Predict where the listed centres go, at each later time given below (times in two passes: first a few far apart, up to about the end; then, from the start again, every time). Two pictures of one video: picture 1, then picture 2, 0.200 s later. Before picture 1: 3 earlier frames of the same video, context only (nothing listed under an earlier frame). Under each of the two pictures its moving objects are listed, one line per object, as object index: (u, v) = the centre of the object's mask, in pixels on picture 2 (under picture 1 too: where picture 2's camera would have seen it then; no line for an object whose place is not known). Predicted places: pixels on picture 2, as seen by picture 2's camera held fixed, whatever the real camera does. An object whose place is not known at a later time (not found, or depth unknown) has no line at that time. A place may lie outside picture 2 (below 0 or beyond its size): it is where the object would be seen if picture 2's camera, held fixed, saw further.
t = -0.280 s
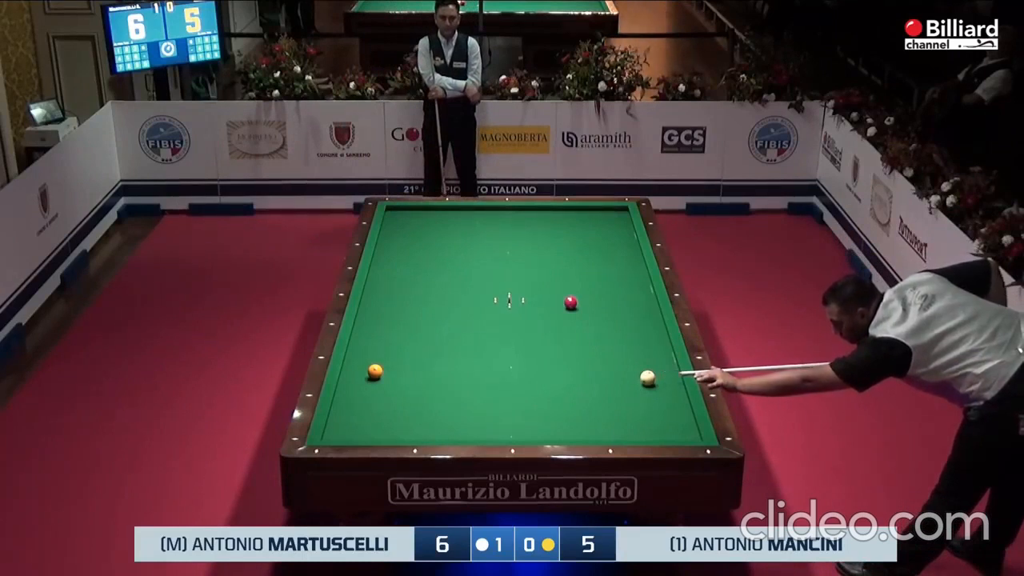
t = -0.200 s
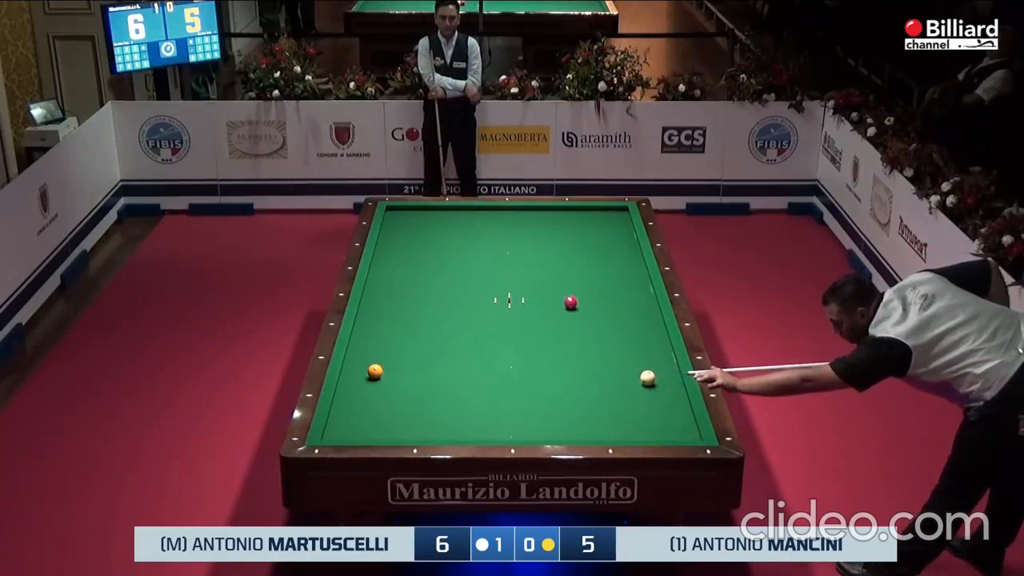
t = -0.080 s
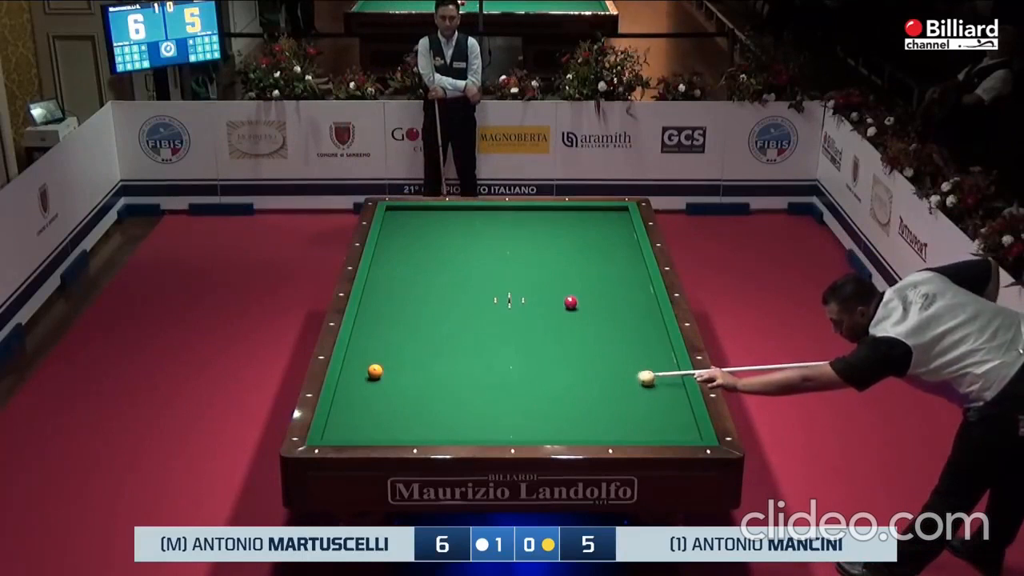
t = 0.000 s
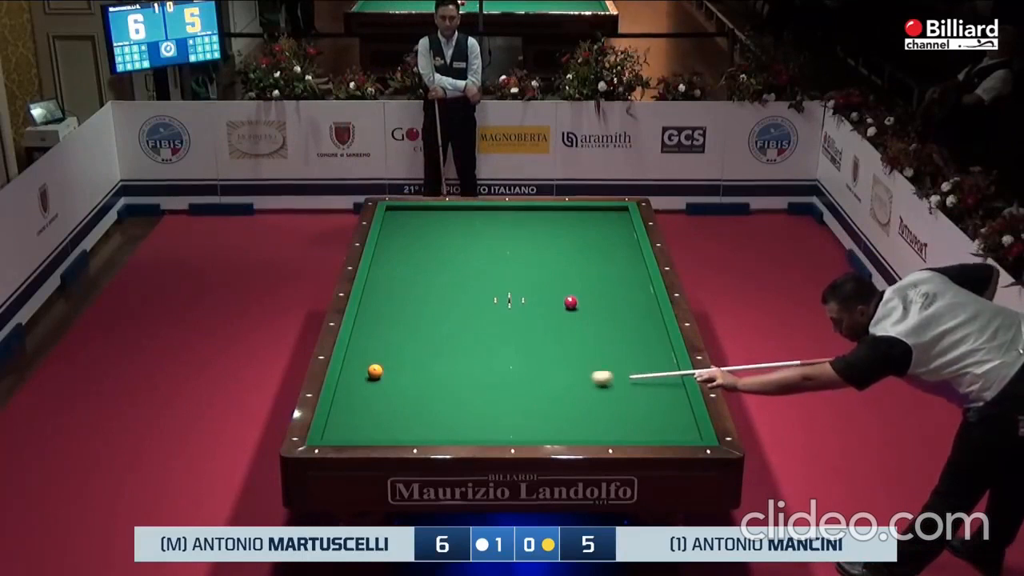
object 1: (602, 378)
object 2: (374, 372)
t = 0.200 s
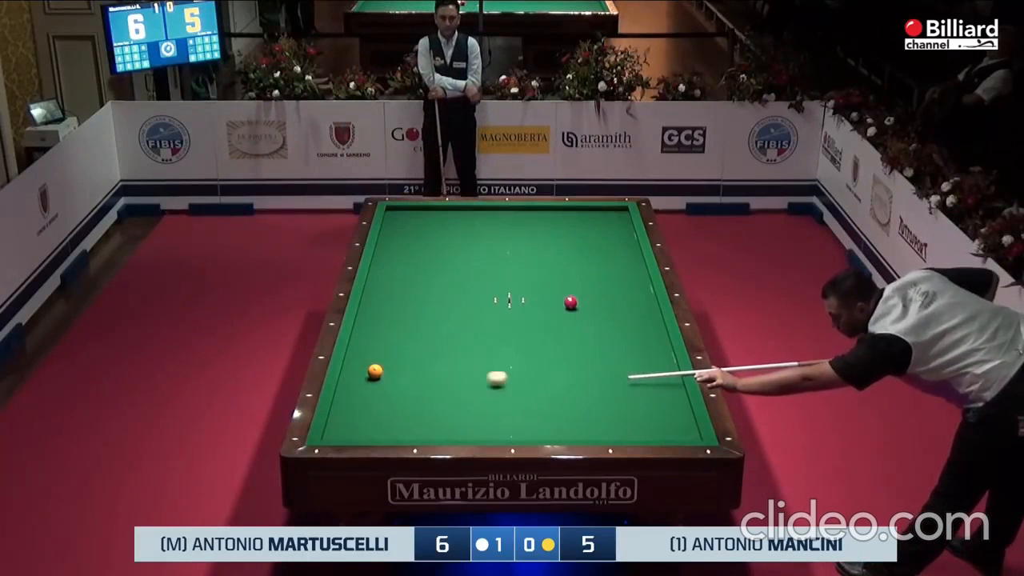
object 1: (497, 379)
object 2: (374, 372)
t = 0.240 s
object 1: (477, 379)
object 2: (374, 372)
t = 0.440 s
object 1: (380, 379)
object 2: (373, 370)
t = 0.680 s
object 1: (388, 384)
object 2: (395, 362)
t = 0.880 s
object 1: (418, 393)
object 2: (423, 349)
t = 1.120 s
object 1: (450, 403)
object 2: (454, 334)
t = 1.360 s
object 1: (483, 413)
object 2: (483, 320)
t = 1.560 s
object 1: (510, 421)
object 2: (505, 310)
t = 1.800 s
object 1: (544, 431)
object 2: (531, 297)
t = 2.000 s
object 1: (571, 435)
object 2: (551, 288)
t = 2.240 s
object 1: (595, 432)
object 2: (573, 277)
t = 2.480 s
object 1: (618, 429)
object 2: (595, 267)
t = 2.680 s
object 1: (636, 425)
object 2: (612, 259)
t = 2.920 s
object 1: (657, 421)
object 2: (630, 250)
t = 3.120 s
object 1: (674, 418)
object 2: (627, 244)
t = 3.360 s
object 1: (683, 415)
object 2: (614, 237)
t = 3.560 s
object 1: (672, 413)
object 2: (605, 232)
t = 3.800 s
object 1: (661, 411)
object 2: (593, 226)
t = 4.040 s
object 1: (651, 410)
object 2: (583, 220)
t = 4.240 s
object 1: (642, 408)
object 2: (574, 216)
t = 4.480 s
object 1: (633, 407)
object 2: (564, 211)
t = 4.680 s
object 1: (626, 406)
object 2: (557, 209)
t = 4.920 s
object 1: (617, 405)
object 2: (551, 211)
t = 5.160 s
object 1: (610, 403)
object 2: (545, 214)
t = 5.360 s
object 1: (604, 403)
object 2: (540, 216)
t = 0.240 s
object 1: (477, 379)
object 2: (374, 372)
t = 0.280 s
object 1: (458, 379)
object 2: (374, 372)
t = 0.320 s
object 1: (438, 379)
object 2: (374, 372)
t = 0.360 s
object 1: (419, 379)
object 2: (374, 372)
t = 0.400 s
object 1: (399, 379)
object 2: (374, 372)
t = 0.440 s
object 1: (380, 379)
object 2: (373, 370)
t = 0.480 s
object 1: (360, 380)
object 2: (375, 372)
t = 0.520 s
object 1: (346, 379)
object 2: (375, 372)
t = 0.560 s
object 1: (362, 378)
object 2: (376, 372)
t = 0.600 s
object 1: (372, 380)
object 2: (382, 368)
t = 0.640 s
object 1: (380, 382)
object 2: (389, 365)
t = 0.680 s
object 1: (388, 384)
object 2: (395, 362)
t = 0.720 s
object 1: (394, 386)
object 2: (401, 359)
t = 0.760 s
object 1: (401, 388)
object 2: (407, 356)
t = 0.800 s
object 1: (407, 390)
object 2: (413, 354)
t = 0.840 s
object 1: (412, 392)
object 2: (418, 351)
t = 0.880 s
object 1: (418, 393)
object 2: (423, 349)
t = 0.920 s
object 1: (423, 395)
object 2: (429, 346)
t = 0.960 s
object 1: (429, 397)
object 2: (434, 343)
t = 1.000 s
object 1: (434, 398)
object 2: (439, 341)
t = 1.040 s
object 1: (439, 400)
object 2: (444, 339)
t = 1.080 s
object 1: (445, 401)
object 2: (449, 336)
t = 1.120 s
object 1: (450, 403)
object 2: (454, 334)
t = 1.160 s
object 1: (455, 405)
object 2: (459, 331)
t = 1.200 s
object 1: (461, 406)
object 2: (464, 329)
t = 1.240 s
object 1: (466, 408)
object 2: (469, 326)
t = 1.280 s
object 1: (472, 410)
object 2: (474, 325)
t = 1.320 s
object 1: (477, 412)
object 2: (478, 322)
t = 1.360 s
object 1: (483, 413)
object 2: (483, 320)
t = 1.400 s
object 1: (488, 415)
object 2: (487, 318)
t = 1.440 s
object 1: (494, 417)
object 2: (492, 316)
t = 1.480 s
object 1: (499, 418)
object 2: (496, 314)
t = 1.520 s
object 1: (505, 420)
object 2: (500, 312)
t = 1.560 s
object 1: (510, 421)
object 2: (505, 310)
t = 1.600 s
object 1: (516, 423)
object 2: (509, 307)
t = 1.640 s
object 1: (522, 425)
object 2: (514, 305)
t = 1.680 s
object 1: (527, 427)
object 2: (518, 303)
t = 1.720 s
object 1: (533, 428)
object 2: (522, 301)
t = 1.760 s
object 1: (538, 430)
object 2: (527, 299)
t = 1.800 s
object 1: (544, 431)
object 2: (531, 297)
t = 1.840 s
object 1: (549, 432)
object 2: (535, 295)
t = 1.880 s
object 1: (555, 433)
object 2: (539, 293)
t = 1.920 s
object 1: (561, 434)
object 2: (543, 292)
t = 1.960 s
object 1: (566, 435)
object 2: (547, 289)
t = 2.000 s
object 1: (571, 435)
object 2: (551, 288)
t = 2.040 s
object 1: (576, 435)
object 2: (555, 286)
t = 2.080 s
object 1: (579, 434)
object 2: (558, 284)
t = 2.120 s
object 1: (583, 433)
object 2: (562, 282)
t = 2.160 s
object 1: (587, 433)
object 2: (566, 280)
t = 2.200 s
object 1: (591, 432)
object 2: (570, 279)
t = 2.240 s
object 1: (595, 432)
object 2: (573, 277)
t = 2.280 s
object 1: (599, 432)
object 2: (577, 275)
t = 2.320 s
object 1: (603, 431)
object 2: (581, 273)
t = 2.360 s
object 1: (607, 431)
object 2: (584, 272)
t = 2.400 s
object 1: (610, 430)
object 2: (588, 270)
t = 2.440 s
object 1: (614, 430)
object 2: (591, 269)
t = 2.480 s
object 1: (618, 429)
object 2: (595, 267)
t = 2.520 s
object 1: (622, 428)
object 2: (598, 265)
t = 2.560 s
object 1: (625, 428)
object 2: (601, 264)
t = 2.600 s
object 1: (629, 427)
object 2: (605, 262)
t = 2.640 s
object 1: (633, 426)
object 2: (608, 260)
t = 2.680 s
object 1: (636, 425)
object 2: (612, 259)
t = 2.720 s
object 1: (639, 425)
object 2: (615, 257)
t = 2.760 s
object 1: (643, 424)
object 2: (618, 256)
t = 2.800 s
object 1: (646, 423)
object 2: (621, 254)
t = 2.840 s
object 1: (650, 423)
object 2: (624, 252)
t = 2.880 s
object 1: (654, 422)
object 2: (627, 251)
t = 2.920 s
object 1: (657, 421)
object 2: (630, 250)
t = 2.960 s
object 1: (660, 421)
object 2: (634, 248)
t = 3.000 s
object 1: (664, 420)
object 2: (634, 247)
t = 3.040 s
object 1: (667, 419)
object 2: (631, 246)
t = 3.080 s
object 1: (670, 419)
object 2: (629, 245)
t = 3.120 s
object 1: (674, 418)
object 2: (627, 244)
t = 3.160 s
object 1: (677, 417)
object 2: (625, 242)
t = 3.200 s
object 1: (680, 417)
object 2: (622, 241)
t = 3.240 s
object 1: (684, 416)
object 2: (620, 240)
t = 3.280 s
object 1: (687, 415)
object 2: (619, 239)
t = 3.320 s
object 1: (684, 415)
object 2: (616, 238)
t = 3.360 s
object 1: (683, 415)
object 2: (614, 237)
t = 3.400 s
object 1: (681, 414)
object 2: (612, 236)
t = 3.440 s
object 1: (678, 414)
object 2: (610, 235)
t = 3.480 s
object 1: (676, 413)
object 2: (608, 234)
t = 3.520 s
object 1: (674, 413)
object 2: (606, 233)
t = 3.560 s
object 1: (672, 413)
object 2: (605, 232)
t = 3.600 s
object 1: (670, 413)
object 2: (603, 231)
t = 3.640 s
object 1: (668, 412)
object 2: (601, 230)
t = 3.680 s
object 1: (667, 412)
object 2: (599, 229)
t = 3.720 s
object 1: (665, 412)
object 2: (597, 228)
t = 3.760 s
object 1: (663, 411)
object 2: (595, 227)
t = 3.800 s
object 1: (661, 411)
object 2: (593, 226)
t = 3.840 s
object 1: (659, 411)
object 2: (592, 225)
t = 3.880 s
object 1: (658, 411)
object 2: (589, 224)
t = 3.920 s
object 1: (656, 410)
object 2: (588, 223)
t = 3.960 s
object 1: (654, 410)
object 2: (586, 222)
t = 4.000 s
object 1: (652, 410)
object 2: (584, 221)
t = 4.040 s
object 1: (651, 410)
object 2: (583, 220)
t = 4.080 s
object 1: (649, 409)
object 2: (581, 220)
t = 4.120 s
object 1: (647, 409)
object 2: (579, 219)
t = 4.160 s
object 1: (645, 409)
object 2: (578, 218)
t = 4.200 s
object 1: (644, 408)
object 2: (576, 217)
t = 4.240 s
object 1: (642, 408)
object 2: (574, 216)
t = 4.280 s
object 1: (641, 408)
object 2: (572, 215)
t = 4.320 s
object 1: (639, 408)
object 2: (571, 214)
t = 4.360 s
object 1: (638, 408)
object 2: (569, 213)
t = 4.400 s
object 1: (636, 407)
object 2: (568, 213)
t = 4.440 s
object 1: (635, 407)
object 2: (566, 212)
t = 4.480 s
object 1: (633, 407)
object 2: (564, 211)
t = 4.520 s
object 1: (632, 407)
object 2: (563, 210)
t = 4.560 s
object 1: (630, 406)
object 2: (561, 210)
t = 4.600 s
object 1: (629, 406)
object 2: (560, 209)
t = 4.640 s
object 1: (627, 406)
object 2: (558, 208)
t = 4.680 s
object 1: (626, 406)
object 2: (557, 209)
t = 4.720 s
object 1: (624, 406)
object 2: (556, 209)
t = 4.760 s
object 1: (623, 405)
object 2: (555, 210)
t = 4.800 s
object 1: (621, 405)
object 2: (554, 210)
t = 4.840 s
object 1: (620, 405)
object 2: (553, 210)
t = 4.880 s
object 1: (619, 405)
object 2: (552, 211)
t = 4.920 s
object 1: (617, 405)
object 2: (551, 211)
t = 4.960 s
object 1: (616, 405)
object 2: (550, 212)
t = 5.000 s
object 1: (615, 404)
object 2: (549, 212)
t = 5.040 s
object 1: (614, 404)
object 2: (548, 213)
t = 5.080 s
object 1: (612, 404)
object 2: (547, 213)
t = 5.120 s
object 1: (611, 404)
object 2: (545, 214)
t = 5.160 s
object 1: (610, 403)
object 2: (545, 214)
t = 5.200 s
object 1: (609, 404)
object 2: (544, 214)
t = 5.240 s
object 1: (608, 403)
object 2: (543, 215)
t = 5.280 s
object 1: (606, 403)
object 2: (542, 215)
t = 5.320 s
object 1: (605, 403)
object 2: (541, 216)
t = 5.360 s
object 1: (604, 403)
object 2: (540, 216)
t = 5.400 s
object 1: (603, 402)
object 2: (539, 217)
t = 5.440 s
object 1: (602, 402)
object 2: (538, 217)
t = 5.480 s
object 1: (601, 402)
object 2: (537, 217)
